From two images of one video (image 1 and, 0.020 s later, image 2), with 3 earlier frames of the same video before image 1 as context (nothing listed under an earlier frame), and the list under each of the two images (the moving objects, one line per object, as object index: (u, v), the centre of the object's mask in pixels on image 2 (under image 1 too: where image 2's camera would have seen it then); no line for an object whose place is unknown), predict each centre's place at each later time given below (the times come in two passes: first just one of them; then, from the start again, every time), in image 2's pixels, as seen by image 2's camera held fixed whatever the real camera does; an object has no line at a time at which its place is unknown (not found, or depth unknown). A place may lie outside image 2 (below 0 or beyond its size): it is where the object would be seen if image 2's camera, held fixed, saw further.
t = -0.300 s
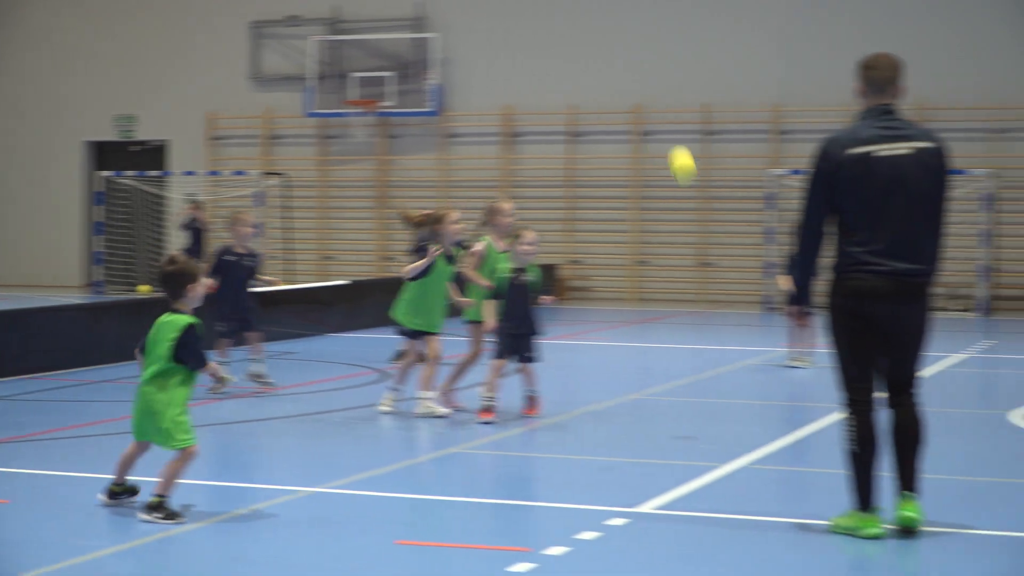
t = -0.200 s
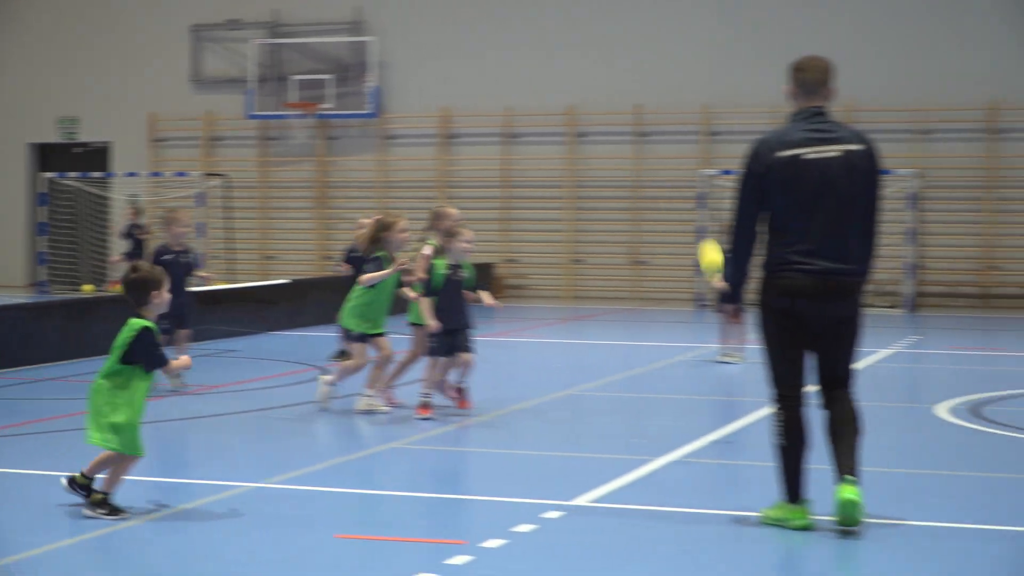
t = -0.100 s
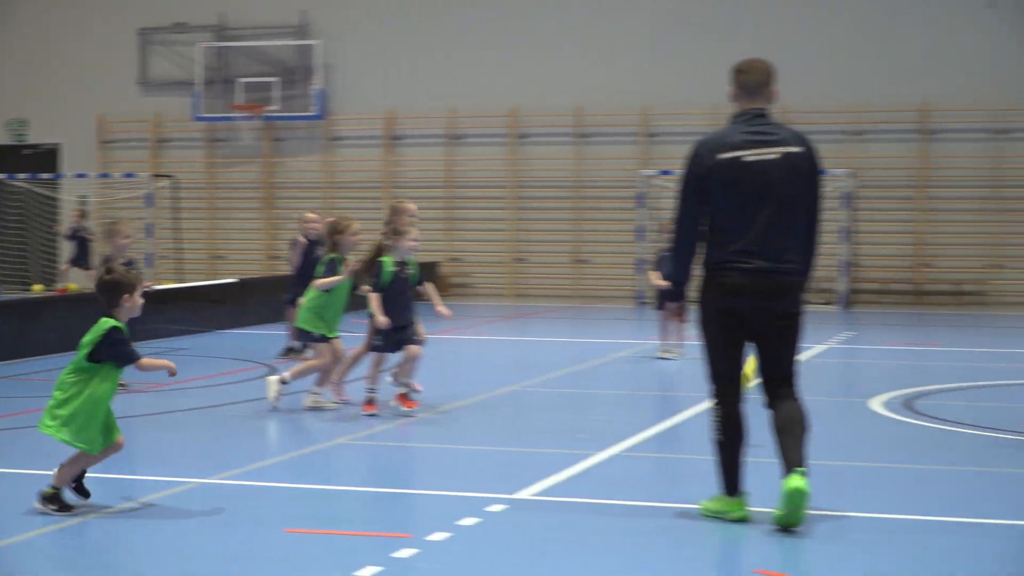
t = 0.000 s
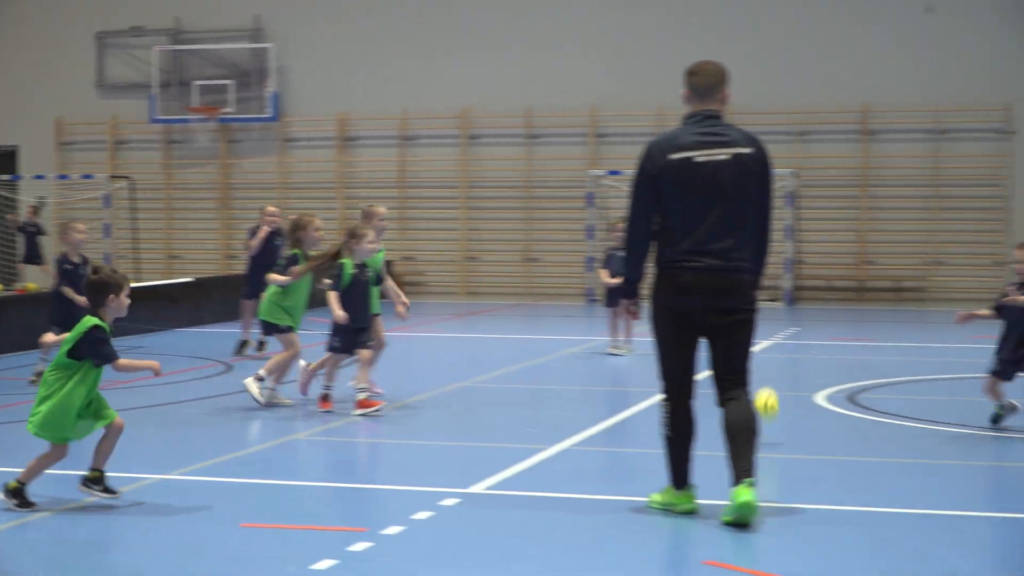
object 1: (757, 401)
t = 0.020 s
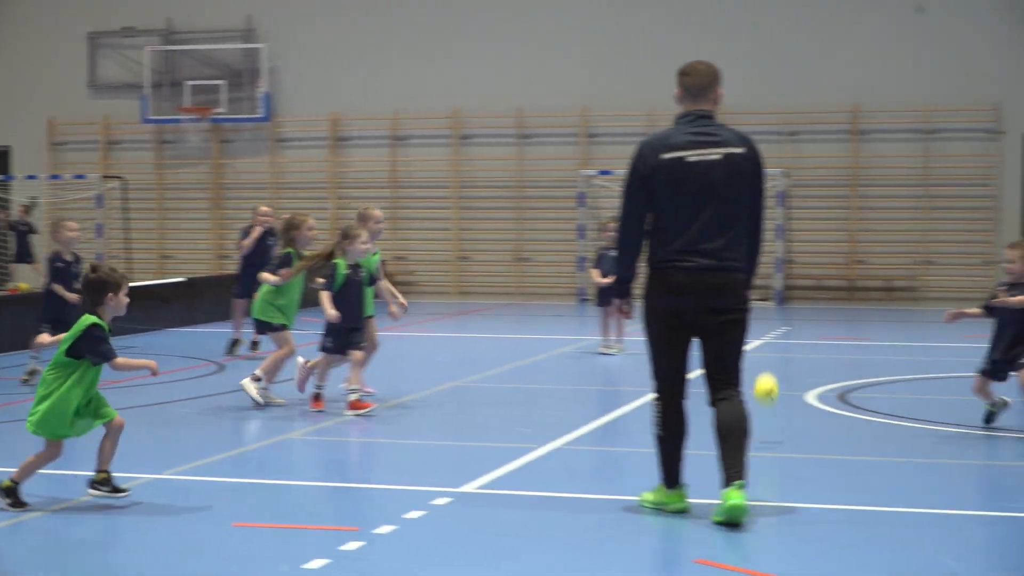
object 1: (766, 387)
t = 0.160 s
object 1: (829, 309)
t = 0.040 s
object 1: (775, 374)
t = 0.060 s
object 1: (784, 362)
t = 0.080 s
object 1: (793, 350)
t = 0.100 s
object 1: (802, 338)
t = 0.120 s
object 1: (811, 327)
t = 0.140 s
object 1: (820, 318)
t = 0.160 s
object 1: (829, 309)
